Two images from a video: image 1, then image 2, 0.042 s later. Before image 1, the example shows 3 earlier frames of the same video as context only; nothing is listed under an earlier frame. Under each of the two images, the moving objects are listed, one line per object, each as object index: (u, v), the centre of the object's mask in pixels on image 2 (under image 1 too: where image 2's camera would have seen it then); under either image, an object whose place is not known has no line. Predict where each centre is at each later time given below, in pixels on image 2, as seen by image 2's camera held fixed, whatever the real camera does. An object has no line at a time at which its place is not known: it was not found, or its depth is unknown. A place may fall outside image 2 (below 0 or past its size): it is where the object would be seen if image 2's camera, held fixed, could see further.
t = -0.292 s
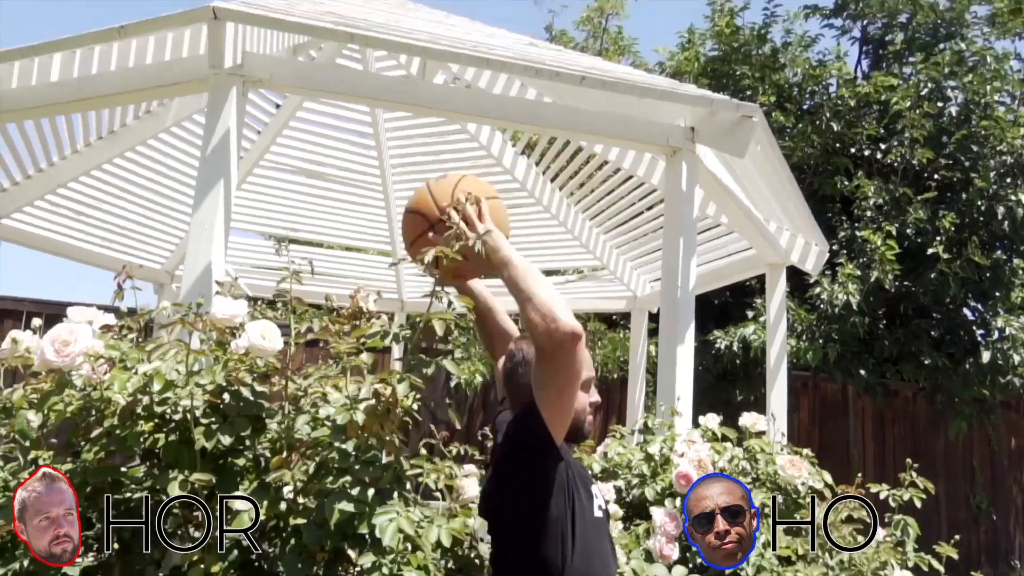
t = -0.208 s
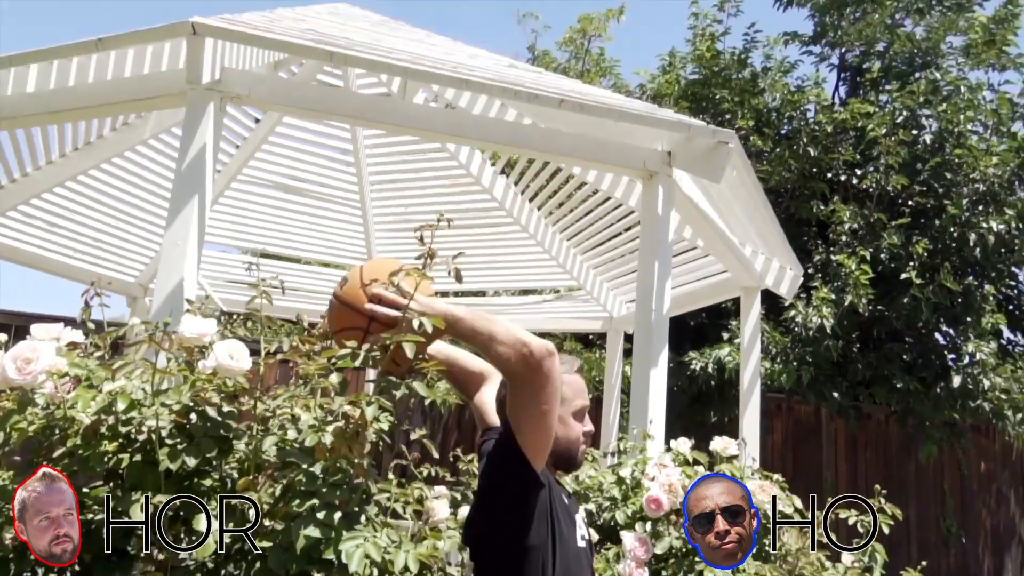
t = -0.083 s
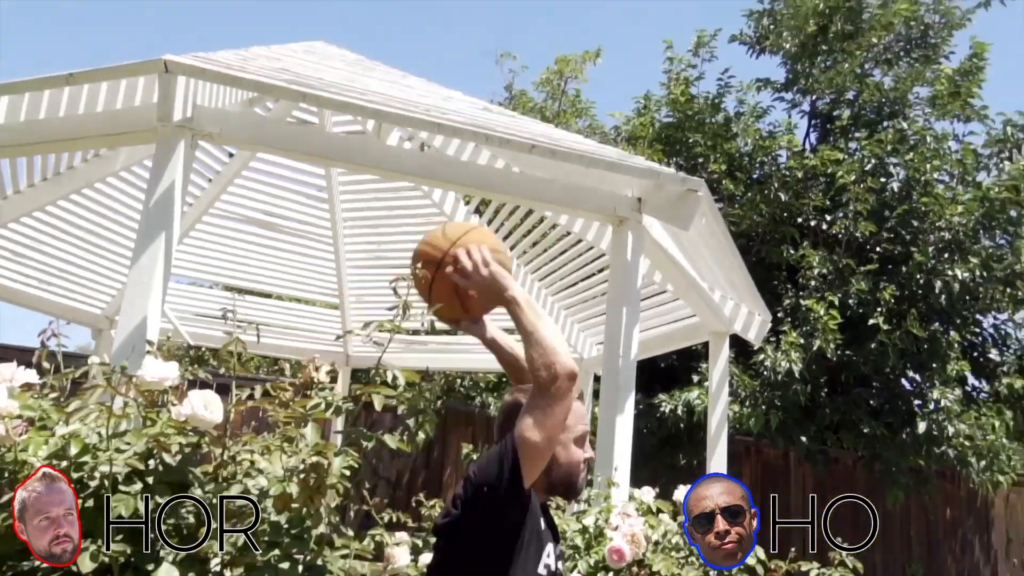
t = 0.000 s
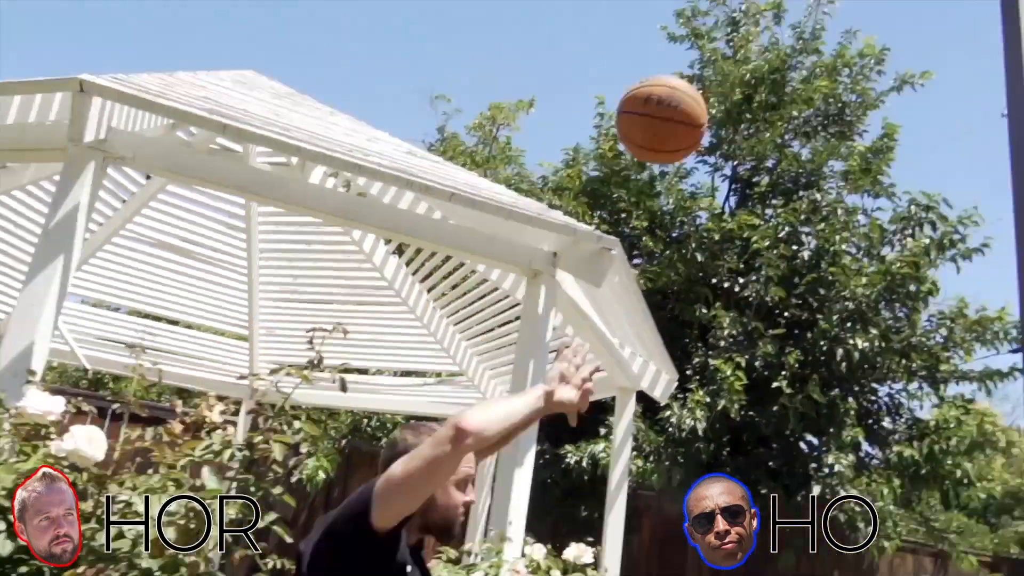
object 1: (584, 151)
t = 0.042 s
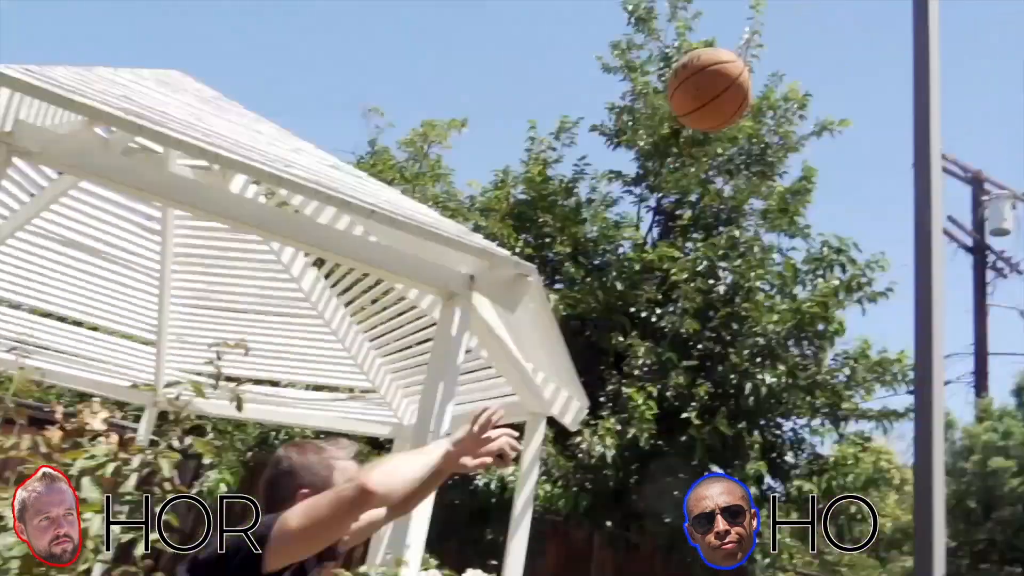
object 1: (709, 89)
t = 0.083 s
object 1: (814, 42)
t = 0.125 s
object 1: (902, 6)
